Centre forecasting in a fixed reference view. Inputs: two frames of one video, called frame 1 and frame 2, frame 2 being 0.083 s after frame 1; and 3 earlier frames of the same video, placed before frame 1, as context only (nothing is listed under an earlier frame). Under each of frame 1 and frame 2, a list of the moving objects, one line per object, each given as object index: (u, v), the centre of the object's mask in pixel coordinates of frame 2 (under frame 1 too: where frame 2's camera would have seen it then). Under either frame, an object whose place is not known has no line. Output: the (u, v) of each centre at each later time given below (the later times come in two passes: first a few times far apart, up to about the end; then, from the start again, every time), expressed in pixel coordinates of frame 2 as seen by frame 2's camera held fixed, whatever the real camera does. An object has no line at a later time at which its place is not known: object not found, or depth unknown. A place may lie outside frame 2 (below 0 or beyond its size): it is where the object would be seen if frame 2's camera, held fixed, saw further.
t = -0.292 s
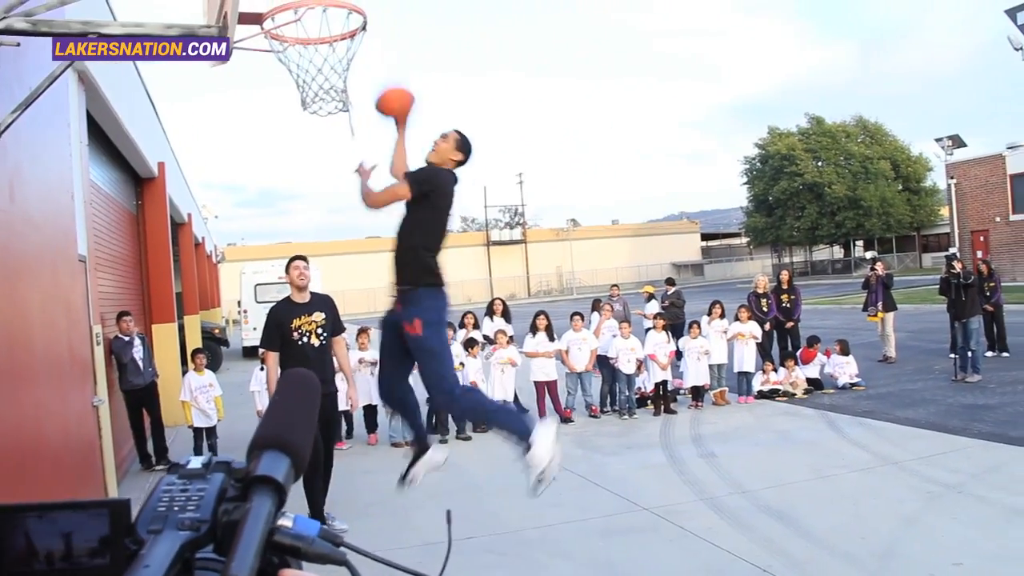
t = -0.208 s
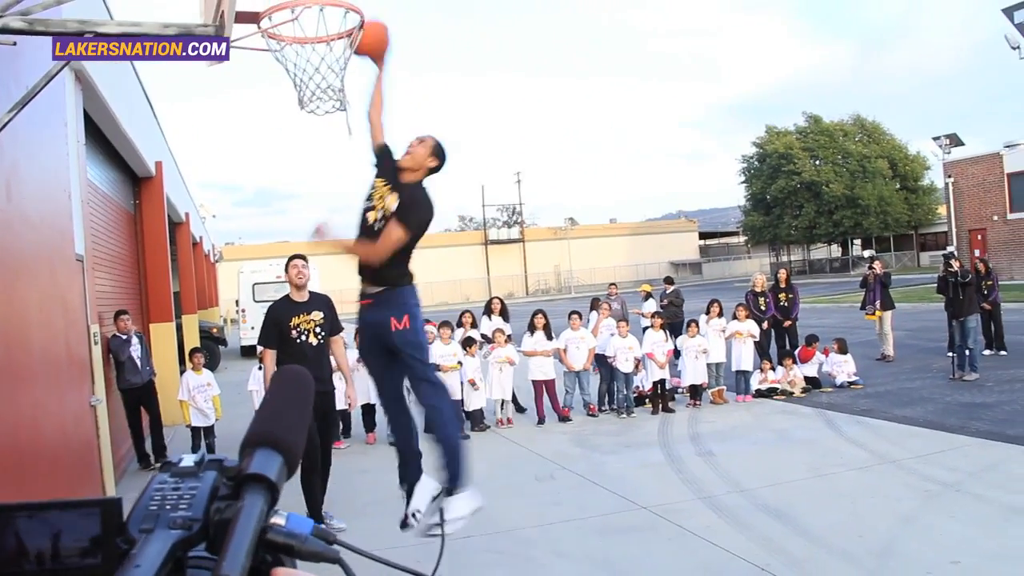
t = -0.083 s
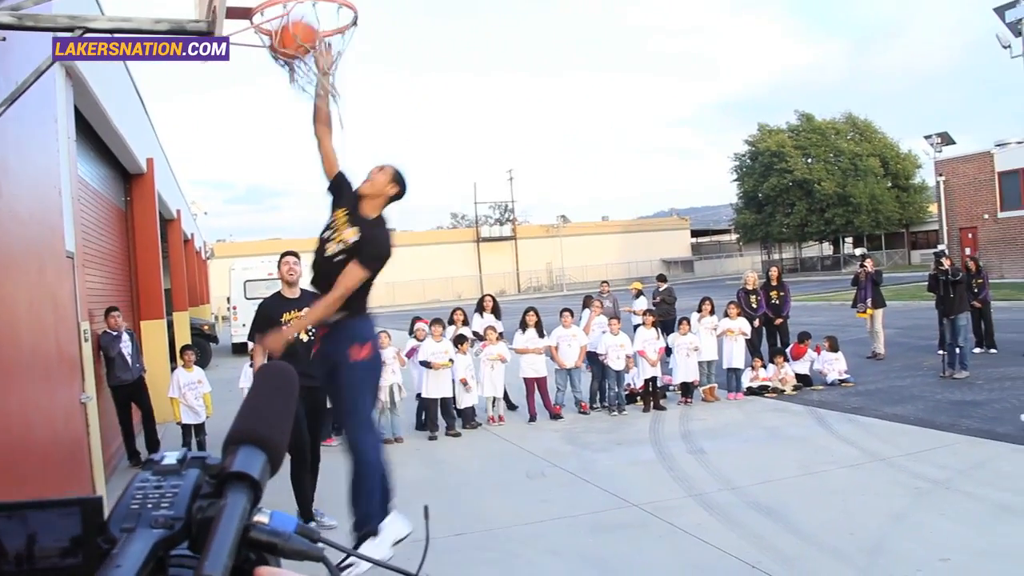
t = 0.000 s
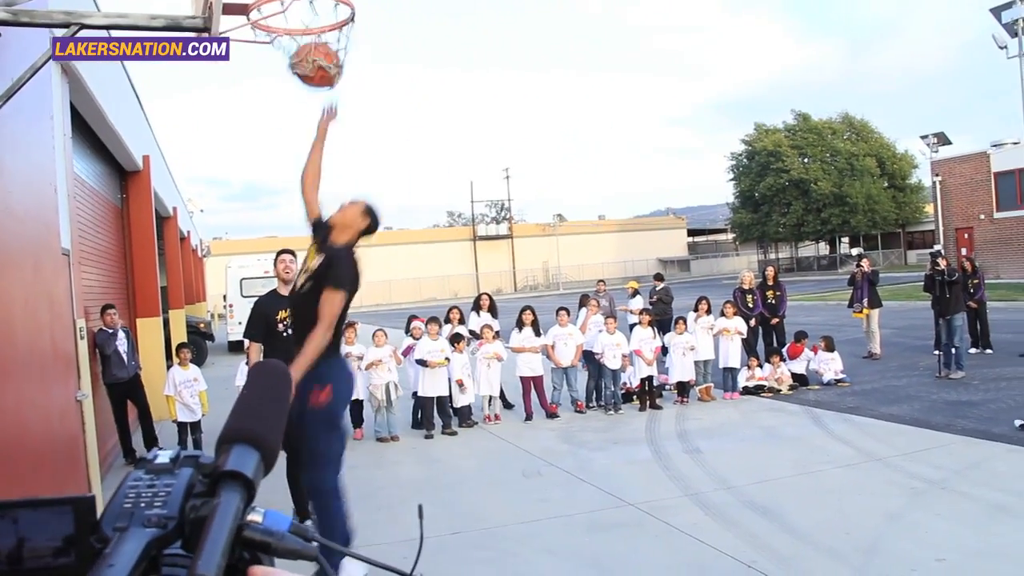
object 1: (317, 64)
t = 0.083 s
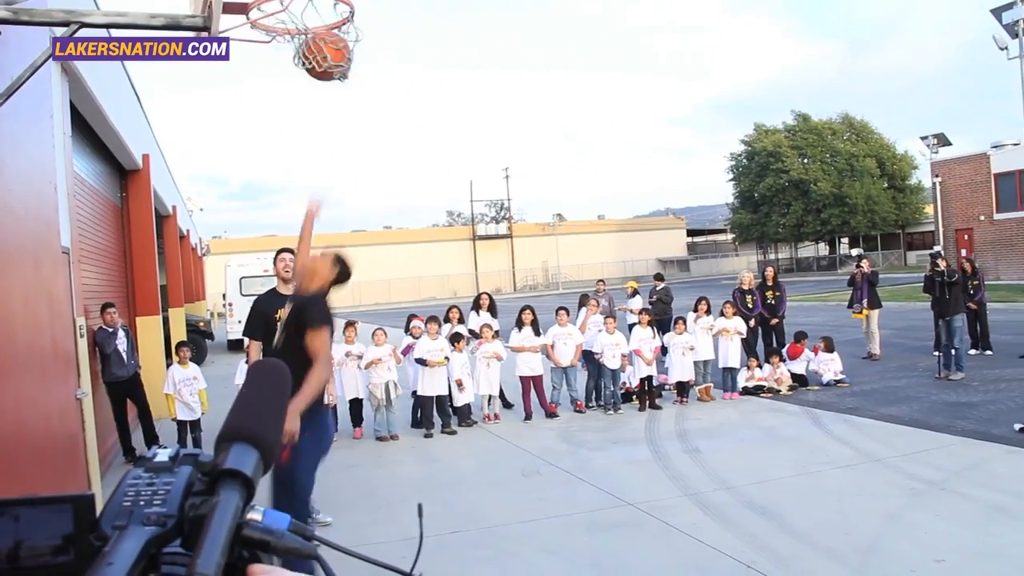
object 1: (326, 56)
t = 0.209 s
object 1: (322, 82)
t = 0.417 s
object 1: (270, 167)
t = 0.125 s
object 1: (328, 65)
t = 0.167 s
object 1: (329, 75)
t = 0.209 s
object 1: (322, 82)
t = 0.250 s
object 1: (313, 91)
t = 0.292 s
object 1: (303, 105)
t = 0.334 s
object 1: (291, 120)
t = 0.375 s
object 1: (281, 141)
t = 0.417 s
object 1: (270, 167)
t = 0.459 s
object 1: (261, 196)
